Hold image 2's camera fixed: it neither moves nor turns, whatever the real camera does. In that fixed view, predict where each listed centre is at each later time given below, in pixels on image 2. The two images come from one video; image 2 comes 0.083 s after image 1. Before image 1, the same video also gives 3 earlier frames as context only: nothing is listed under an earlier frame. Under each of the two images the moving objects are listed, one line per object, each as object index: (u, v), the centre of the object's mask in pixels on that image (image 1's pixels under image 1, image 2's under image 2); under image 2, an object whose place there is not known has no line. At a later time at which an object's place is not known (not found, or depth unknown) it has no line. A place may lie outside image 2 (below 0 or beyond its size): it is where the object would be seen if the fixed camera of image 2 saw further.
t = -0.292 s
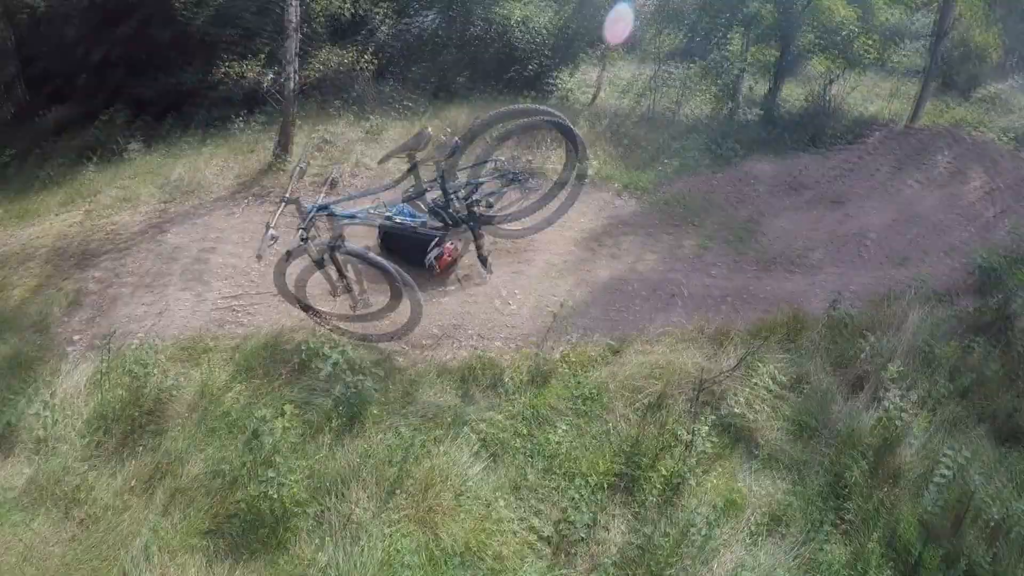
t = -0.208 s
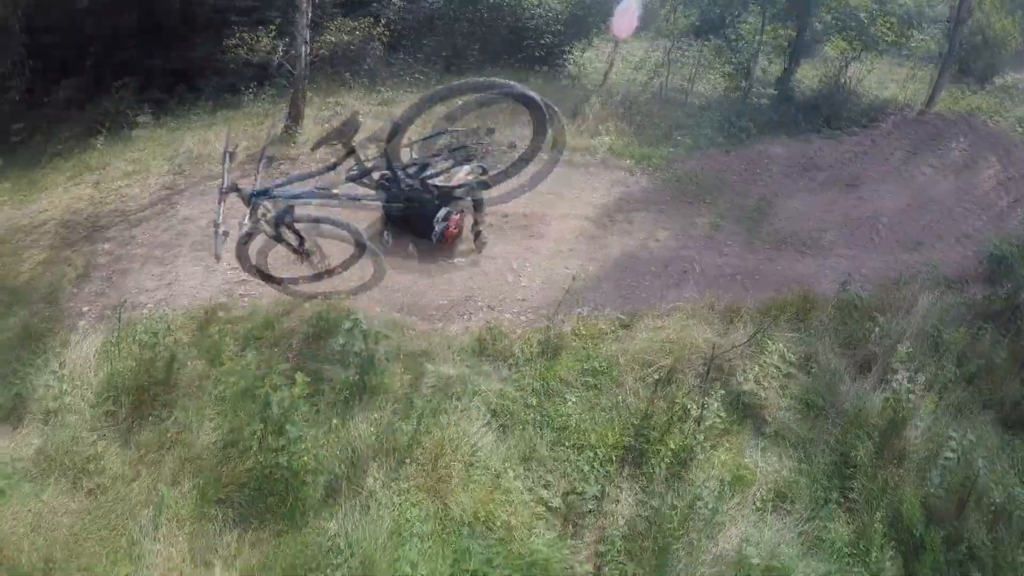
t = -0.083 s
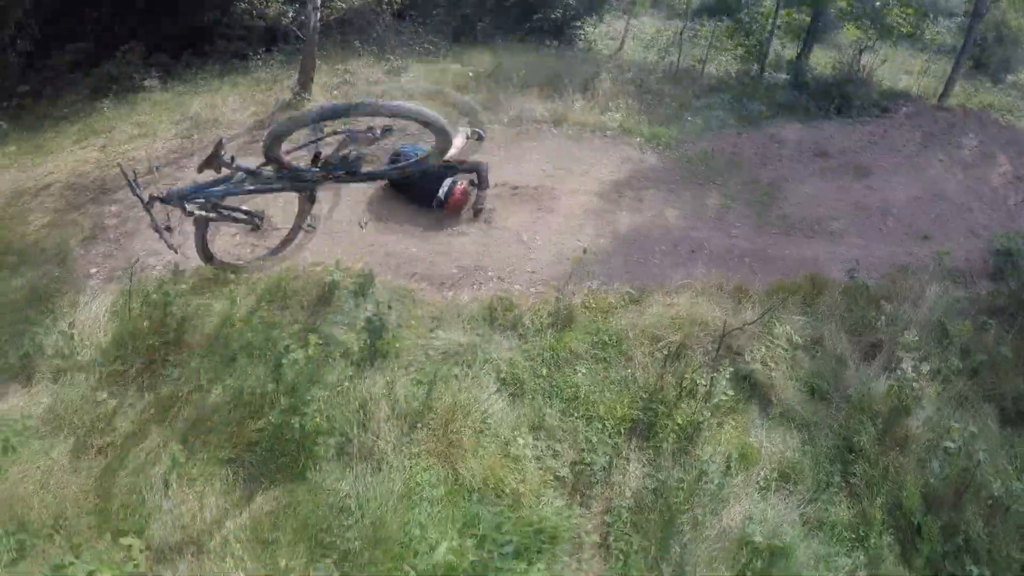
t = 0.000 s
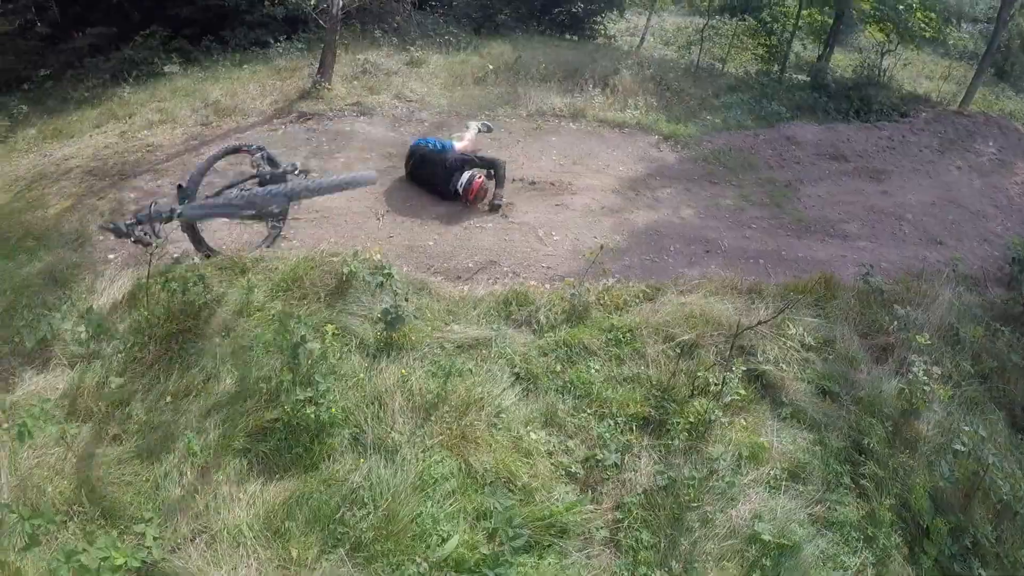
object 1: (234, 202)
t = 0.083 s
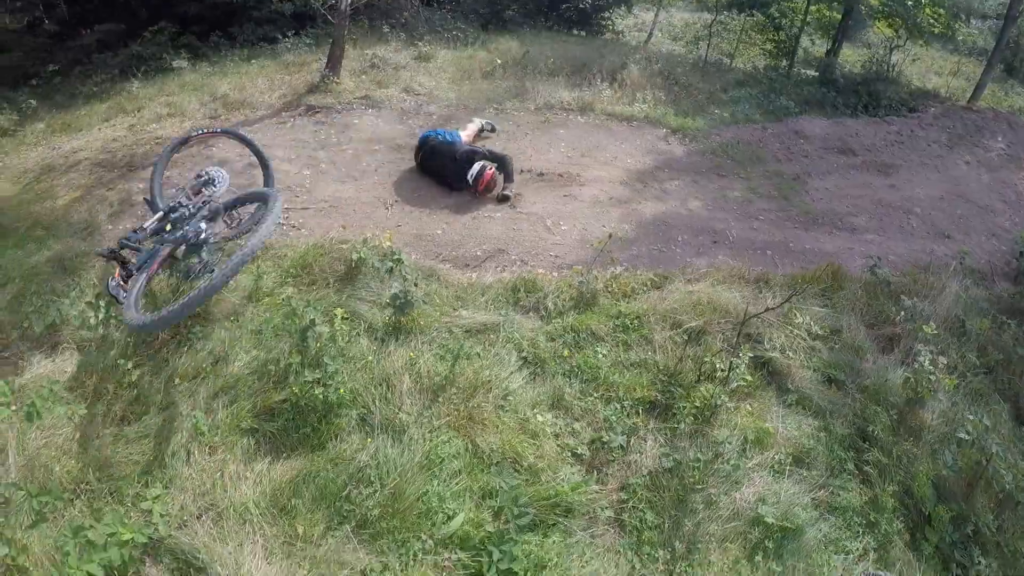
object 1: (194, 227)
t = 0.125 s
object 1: (174, 252)
